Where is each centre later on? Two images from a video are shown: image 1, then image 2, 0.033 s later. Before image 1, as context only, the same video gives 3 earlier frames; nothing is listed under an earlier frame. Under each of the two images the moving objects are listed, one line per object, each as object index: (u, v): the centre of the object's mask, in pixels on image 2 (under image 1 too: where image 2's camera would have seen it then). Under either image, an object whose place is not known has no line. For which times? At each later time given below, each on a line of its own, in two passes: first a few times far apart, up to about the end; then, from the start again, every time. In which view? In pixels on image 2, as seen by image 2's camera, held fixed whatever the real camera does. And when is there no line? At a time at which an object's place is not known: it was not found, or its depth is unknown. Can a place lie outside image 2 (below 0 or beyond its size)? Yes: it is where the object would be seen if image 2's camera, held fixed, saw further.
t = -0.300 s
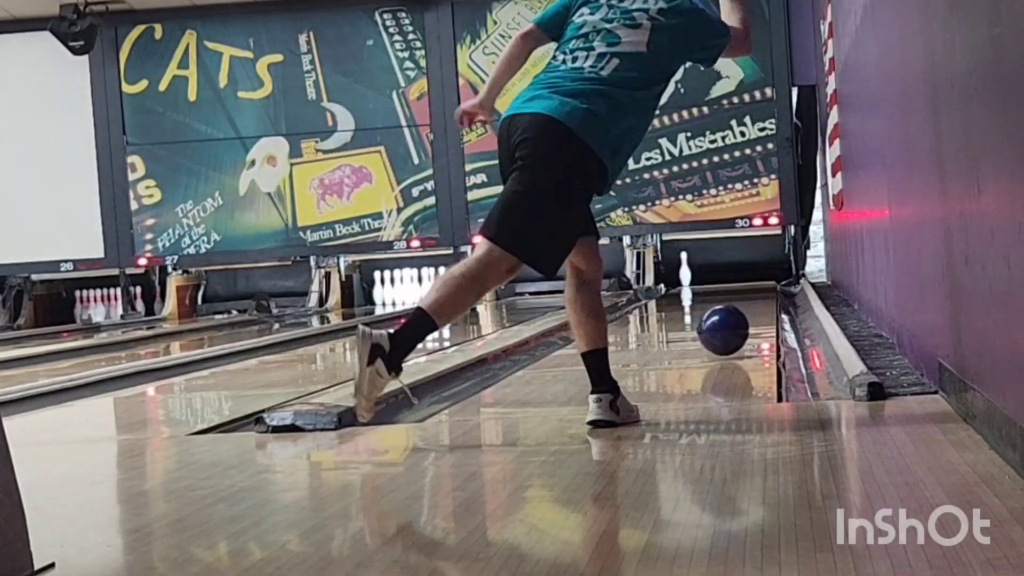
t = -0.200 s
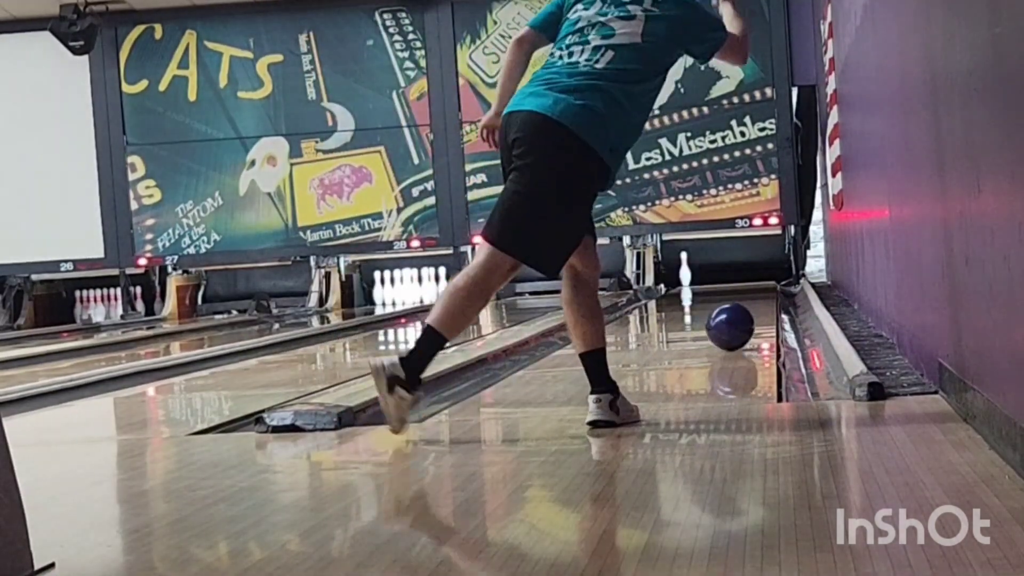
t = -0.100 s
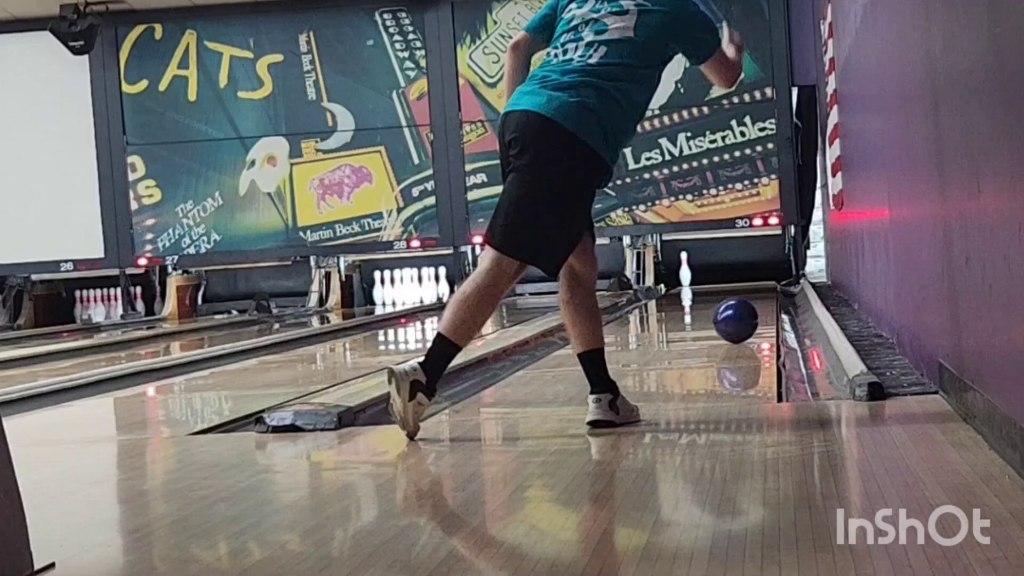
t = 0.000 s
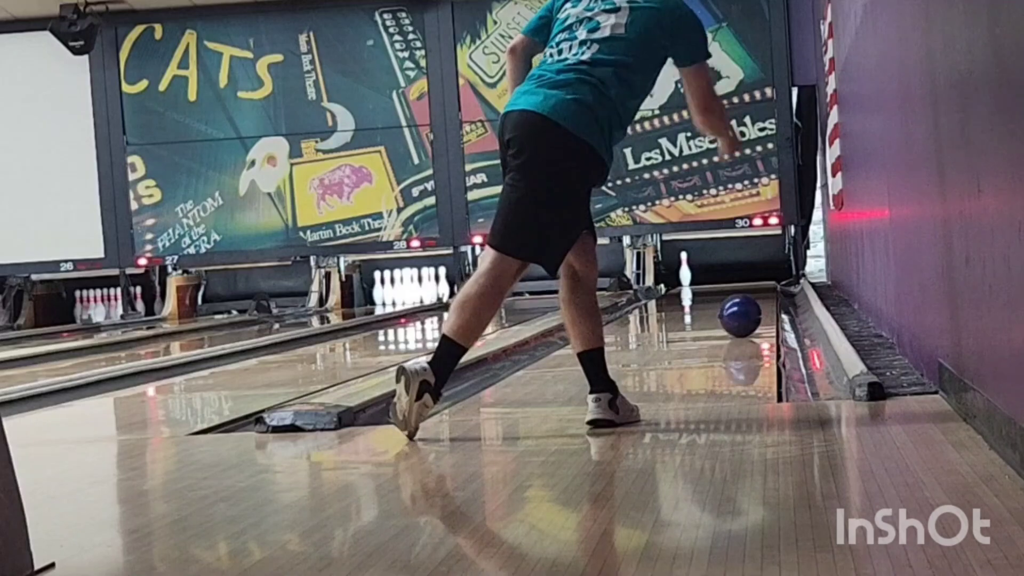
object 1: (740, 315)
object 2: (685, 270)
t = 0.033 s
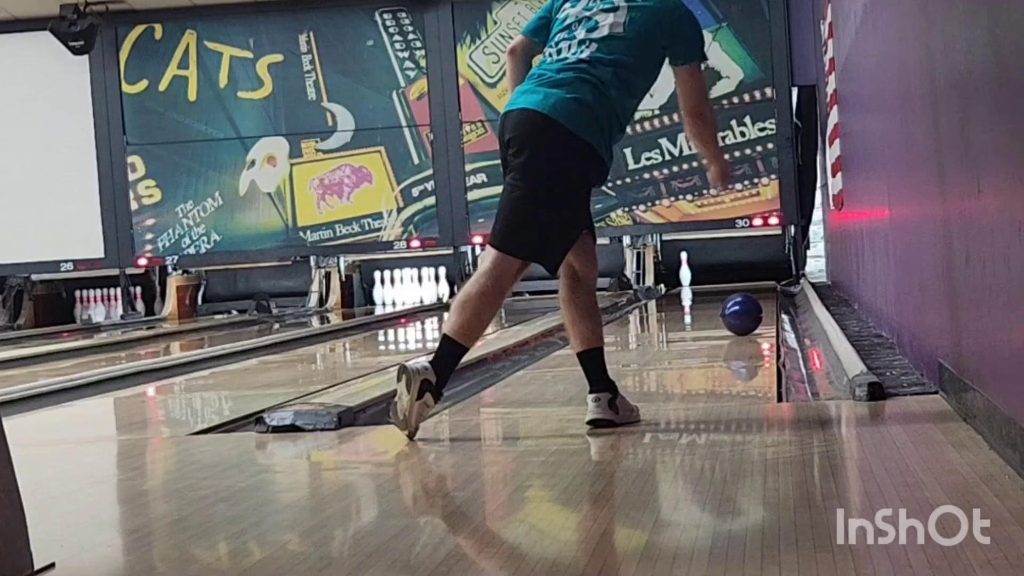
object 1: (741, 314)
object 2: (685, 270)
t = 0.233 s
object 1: (748, 307)
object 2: (685, 270)
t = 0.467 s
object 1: (752, 299)
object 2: (685, 270)
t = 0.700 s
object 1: (752, 293)
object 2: (685, 270)
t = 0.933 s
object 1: (751, 288)
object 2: (685, 270)
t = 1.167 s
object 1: (748, 284)
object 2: (685, 270)
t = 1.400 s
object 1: (741, 282)
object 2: (685, 270)
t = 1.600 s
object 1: (731, 279)
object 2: (685, 270)
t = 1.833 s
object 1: (714, 278)
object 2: (685, 270)
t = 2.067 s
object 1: (693, 277)
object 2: (683, 267)
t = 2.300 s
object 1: (673, 278)
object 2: (685, 269)
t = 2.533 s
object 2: (714, 278)
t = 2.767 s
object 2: (741, 275)
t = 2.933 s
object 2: (755, 275)
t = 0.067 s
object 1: (743, 313)
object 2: (685, 270)
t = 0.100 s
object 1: (744, 311)
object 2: (685, 270)
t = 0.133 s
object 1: (745, 310)
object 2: (685, 269)
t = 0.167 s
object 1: (746, 308)
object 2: (684, 270)
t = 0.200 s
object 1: (747, 308)
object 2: (685, 270)
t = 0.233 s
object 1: (748, 307)
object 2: (685, 270)
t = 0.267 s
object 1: (748, 306)
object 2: (685, 270)
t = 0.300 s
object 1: (749, 305)
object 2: (685, 270)
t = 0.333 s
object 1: (750, 303)
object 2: (685, 270)
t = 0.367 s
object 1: (750, 302)
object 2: (685, 270)
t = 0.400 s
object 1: (750, 301)
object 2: (685, 270)
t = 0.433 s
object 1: (751, 300)
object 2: (685, 270)
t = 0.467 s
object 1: (752, 299)
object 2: (685, 270)
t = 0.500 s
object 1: (752, 298)
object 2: (685, 270)
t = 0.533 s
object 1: (752, 297)
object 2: (685, 270)
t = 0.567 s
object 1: (752, 297)
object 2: (685, 270)
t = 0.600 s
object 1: (752, 296)
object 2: (685, 270)
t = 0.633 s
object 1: (752, 295)
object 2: (685, 270)
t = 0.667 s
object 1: (752, 294)
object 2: (685, 270)
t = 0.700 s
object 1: (752, 293)
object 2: (685, 270)
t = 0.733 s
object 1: (752, 293)
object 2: (685, 270)
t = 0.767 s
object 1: (752, 291)
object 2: (685, 270)
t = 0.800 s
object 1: (752, 291)
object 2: (685, 270)
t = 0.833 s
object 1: (752, 290)
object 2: (685, 270)
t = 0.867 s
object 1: (752, 289)
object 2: (685, 270)
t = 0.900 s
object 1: (751, 288)
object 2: (685, 270)
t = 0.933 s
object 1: (751, 288)
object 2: (685, 270)
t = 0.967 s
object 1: (751, 288)
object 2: (685, 270)
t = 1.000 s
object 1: (750, 287)
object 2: (685, 270)
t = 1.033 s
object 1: (750, 287)
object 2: (685, 270)
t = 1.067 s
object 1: (749, 285)
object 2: (685, 270)
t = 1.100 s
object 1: (749, 285)
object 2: (685, 270)
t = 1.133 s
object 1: (748, 285)
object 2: (685, 270)
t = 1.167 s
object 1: (748, 284)
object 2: (685, 270)
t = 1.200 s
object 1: (747, 284)
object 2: (685, 270)
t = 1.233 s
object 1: (746, 283)
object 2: (685, 270)
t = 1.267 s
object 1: (745, 283)
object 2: (685, 270)
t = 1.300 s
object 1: (744, 282)
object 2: (685, 270)
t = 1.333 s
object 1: (743, 282)
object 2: (685, 270)
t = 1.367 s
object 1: (742, 282)
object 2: (685, 270)
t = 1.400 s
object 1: (741, 282)
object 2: (685, 270)
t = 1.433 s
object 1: (740, 281)
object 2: (685, 270)
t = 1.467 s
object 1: (739, 281)
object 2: (685, 270)
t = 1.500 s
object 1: (737, 281)
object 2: (685, 270)
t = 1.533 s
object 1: (735, 280)
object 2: (685, 270)
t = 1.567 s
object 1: (734, 280)
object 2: (685, 270)
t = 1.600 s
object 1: (731, 279)
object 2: (685, 270)
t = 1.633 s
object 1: (729, 279)
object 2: (685, 270)
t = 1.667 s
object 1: (727, 279)
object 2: (685, 270)
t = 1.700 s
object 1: (725, 278)
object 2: (685, 270)
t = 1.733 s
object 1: (722, 278)
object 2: (685, 270)
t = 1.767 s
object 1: (720, 278)
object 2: (685, 270)
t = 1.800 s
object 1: (717, 278)
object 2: (685, 270)
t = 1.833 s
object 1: (714, 278)
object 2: (685, 270)
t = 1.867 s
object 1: (711, 278)
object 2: (685, 270)
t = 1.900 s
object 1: (709, 278)
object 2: (685, 270)
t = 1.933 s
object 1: (705, 277)
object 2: (685, 270)
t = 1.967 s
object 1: (702, 278)
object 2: (684, 270)
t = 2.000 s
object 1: (699, 278)
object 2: (684, 269)
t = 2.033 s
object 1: (696, 278)
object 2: (684, 268)
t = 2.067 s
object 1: (693, 277)
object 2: (683, 267)
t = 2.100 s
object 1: (690, 278)
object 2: (683, 261)
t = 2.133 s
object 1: (687, 277)
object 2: (684, 259)
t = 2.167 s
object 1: (684, 277)
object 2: (684, 259)
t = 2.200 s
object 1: (681, 277)
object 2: (684, 260)
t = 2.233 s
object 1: (676, 278)
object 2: (686, 267)
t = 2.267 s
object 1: (675, 278)
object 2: (685, 268)
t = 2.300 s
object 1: (673, 278)
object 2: (685, 269)
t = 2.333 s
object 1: (670, 280)
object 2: (688, 270)
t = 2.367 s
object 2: (692, 270)
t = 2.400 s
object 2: (697, 271)
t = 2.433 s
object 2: (702, 274)
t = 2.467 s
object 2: (706, 278)
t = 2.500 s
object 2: (711, 280)
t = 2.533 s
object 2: (714, 278)
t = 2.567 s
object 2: (719, 276)
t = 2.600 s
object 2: (724, 277)
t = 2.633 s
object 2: (728, 276)
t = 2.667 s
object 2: (732, 276)
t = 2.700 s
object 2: (735, 276)
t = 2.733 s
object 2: (738, 275)
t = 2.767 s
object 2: (741, 275)
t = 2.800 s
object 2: (744, 275)
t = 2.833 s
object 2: (747, 275)
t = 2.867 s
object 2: (749, 275)
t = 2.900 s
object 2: (752, 275)
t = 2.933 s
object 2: (755, 275)
